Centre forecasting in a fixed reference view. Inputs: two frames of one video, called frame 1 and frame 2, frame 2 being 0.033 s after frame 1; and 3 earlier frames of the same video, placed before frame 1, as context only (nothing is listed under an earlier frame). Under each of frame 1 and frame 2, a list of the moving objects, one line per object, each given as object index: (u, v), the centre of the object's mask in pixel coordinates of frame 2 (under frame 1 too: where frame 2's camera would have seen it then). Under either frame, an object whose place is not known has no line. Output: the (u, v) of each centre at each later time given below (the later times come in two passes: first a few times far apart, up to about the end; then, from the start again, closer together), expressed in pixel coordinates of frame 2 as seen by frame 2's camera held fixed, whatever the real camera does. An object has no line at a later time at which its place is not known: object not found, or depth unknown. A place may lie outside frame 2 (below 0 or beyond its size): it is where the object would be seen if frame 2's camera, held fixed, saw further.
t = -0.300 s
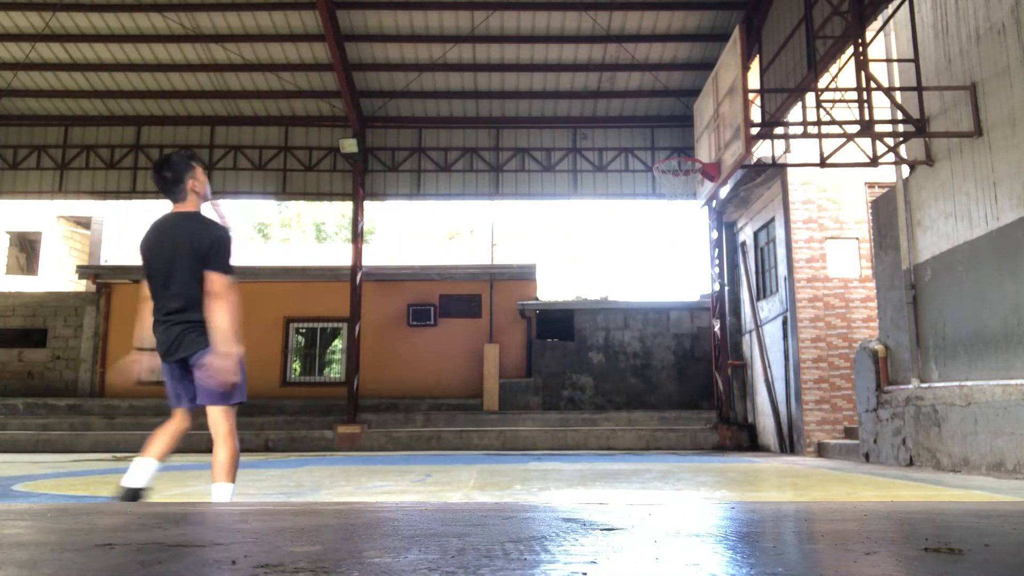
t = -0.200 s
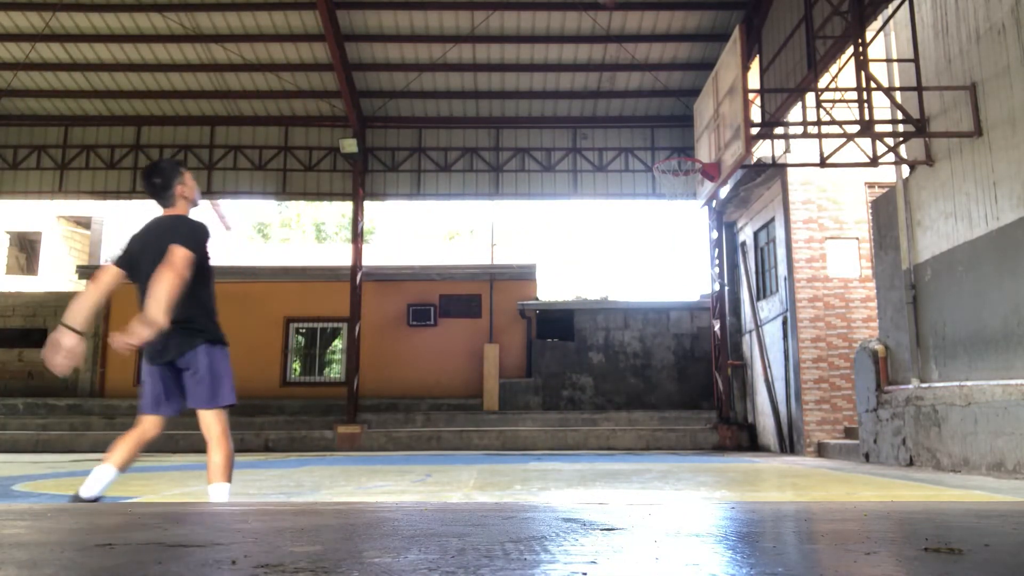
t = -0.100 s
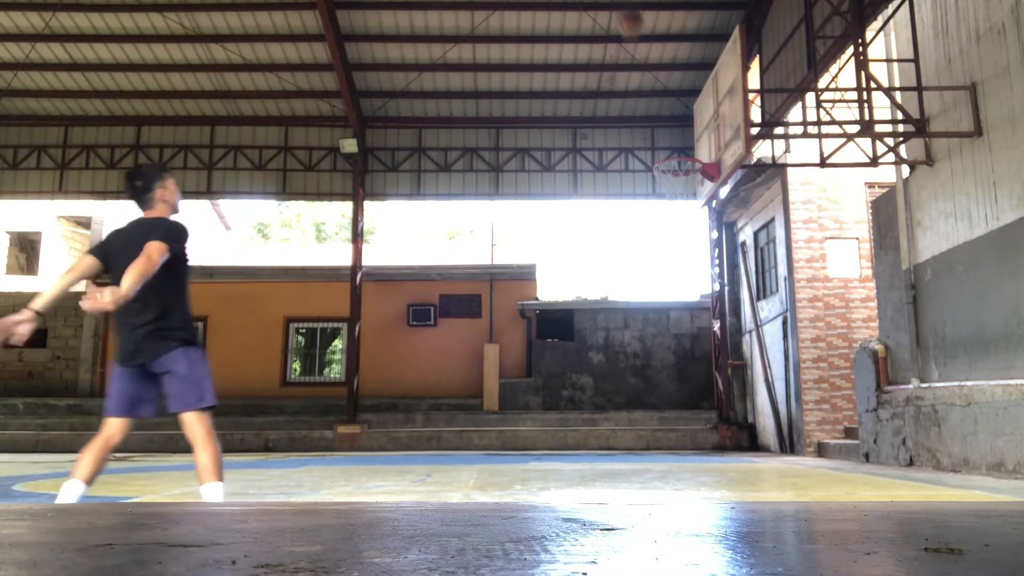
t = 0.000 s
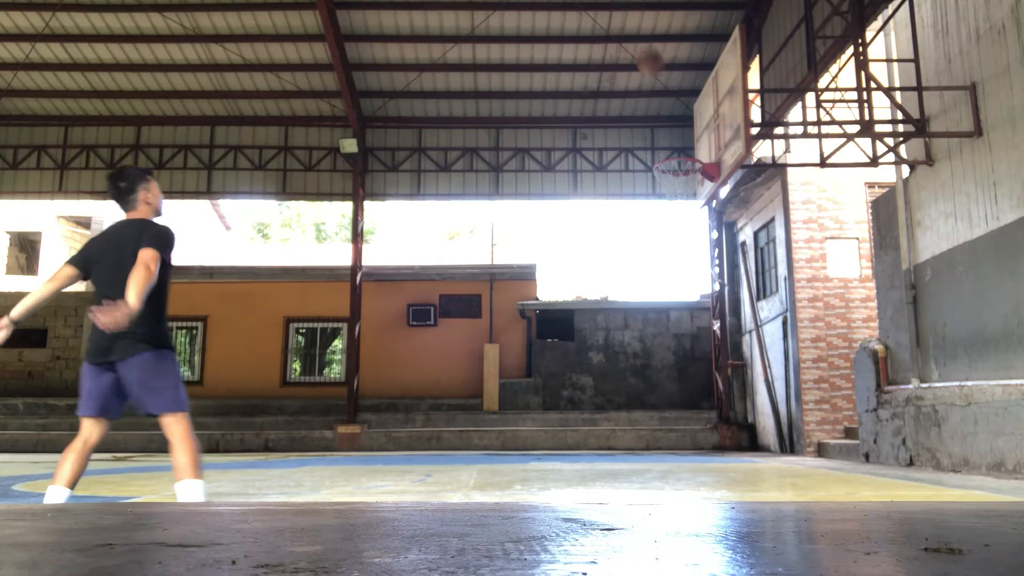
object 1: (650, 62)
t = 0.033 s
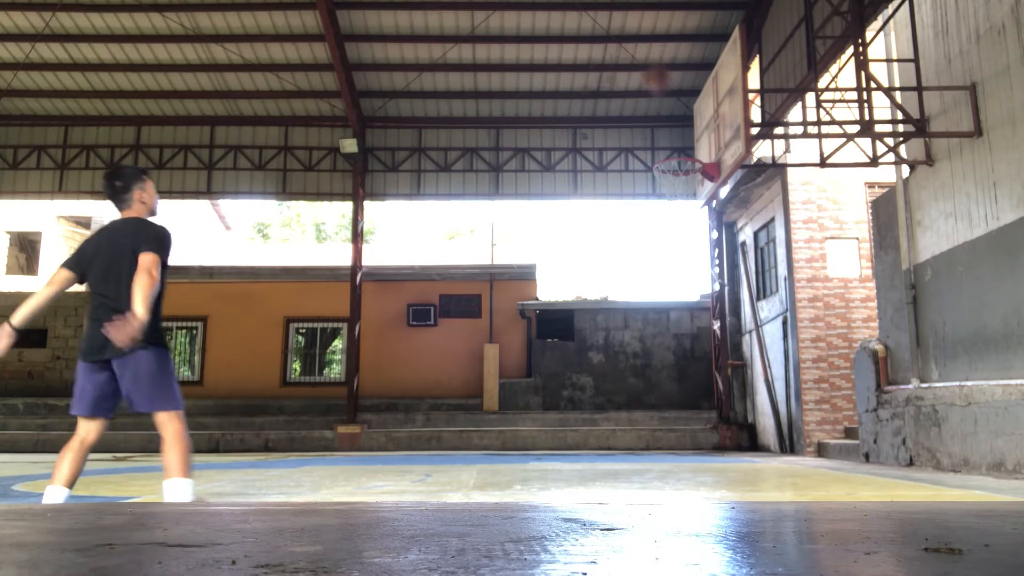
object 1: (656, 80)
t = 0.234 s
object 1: (683, 178)
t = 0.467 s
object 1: (644, 224)
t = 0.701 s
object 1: (613, 307)
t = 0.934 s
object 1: (584, 436)
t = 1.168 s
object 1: (560, 364)
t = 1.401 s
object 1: (538, 300)
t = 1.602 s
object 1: (520, 288)
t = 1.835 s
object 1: (497, 326)
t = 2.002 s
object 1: (479, 391)
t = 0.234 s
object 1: (683, 178)
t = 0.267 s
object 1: (676, 187)
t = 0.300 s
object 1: (669, 195)
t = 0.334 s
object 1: (663, 200)
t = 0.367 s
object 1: (658, 204)
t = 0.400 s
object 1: (653, 210)
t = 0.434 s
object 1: (649, 217)
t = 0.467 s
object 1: (644, 224)
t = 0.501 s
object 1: (640, 232)
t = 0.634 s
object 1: (623, 275)
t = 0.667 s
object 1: (618, 288)
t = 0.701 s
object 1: (613, 307)
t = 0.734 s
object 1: (610, 320)
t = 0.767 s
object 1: (604, 335)
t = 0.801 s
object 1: (601, 353)
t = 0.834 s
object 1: (597, 373)
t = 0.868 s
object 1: (593, 392)
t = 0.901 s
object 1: (589, 412)
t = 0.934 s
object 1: (584, 436)
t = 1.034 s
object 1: (573, 431)
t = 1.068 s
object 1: (570, 409)
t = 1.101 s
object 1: (567, 393)
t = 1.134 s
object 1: (564, 379)
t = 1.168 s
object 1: (560, 364)
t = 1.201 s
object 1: (557, 351)
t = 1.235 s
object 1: (554, 340)
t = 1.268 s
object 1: (551, 329)
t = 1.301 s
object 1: (548, 321)
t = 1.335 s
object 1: (545, 314)
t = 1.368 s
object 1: (542, 307)
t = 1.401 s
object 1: (538, 300)
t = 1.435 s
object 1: (535, 293)
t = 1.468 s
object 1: (531, 291)
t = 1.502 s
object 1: (528, 289)
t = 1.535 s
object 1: (526, 288)
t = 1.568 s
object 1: (524, 288)
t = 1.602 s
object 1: (520, 288)
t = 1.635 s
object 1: (517, 289)
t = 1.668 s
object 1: (514, 292)
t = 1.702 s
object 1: (509, 297)
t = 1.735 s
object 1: (506, 303)
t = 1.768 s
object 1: (503, 309)
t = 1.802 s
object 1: (500, 317)
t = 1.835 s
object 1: (497, 326)
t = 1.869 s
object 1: (494, 336)
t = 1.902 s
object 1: (490, 348)
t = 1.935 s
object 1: (487, 361)
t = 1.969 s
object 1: (482, 377)
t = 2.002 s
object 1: (479, 391)
